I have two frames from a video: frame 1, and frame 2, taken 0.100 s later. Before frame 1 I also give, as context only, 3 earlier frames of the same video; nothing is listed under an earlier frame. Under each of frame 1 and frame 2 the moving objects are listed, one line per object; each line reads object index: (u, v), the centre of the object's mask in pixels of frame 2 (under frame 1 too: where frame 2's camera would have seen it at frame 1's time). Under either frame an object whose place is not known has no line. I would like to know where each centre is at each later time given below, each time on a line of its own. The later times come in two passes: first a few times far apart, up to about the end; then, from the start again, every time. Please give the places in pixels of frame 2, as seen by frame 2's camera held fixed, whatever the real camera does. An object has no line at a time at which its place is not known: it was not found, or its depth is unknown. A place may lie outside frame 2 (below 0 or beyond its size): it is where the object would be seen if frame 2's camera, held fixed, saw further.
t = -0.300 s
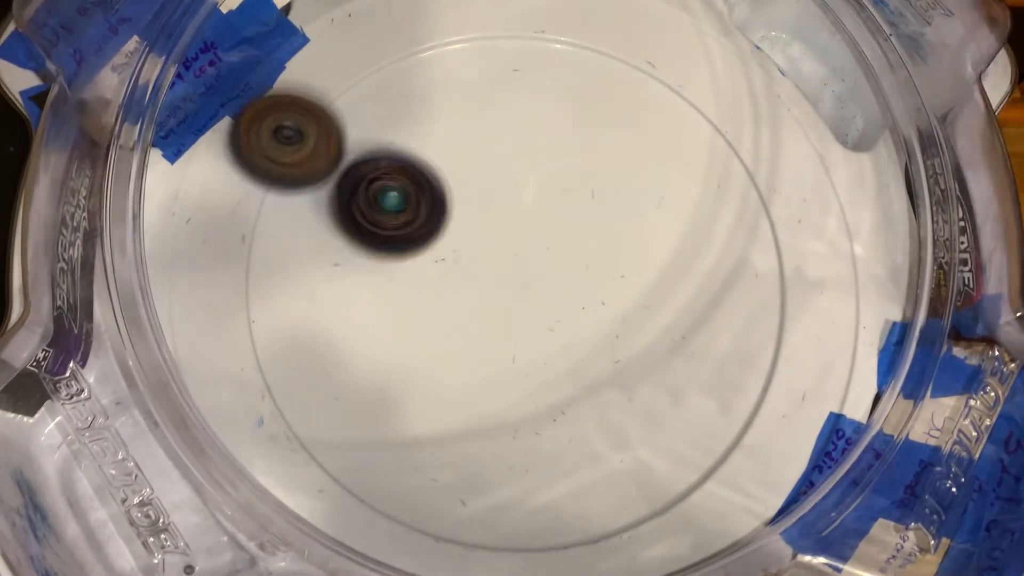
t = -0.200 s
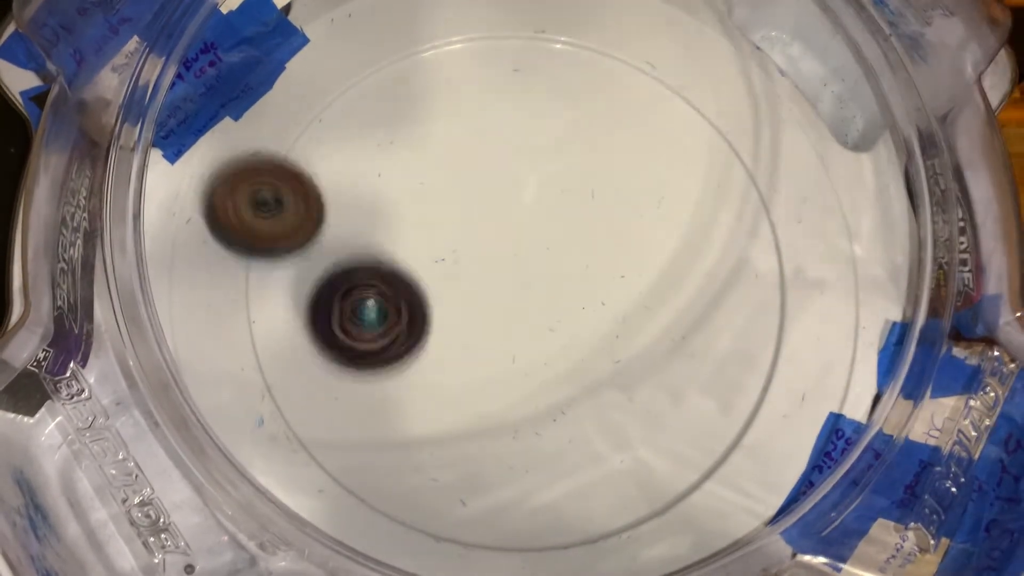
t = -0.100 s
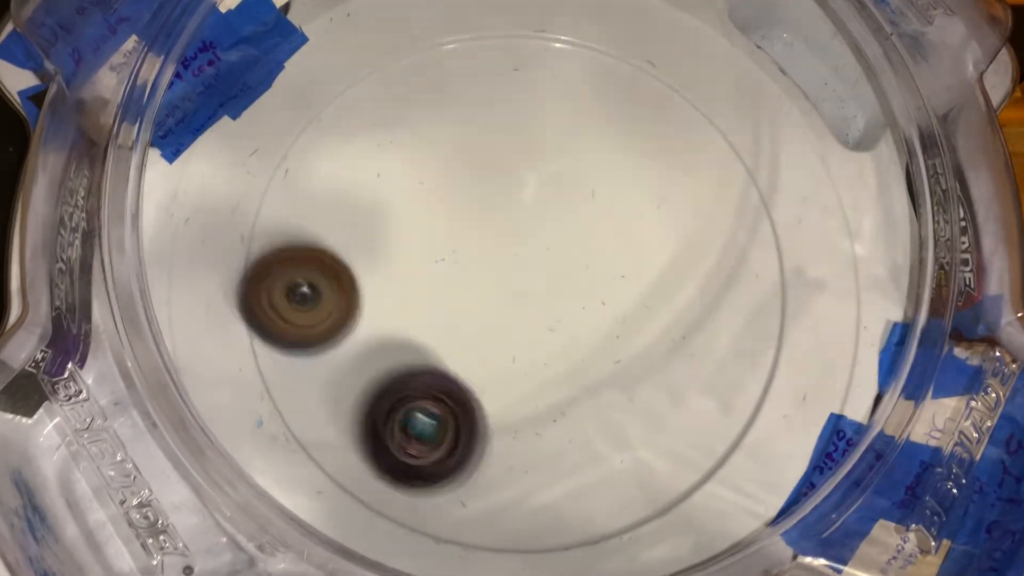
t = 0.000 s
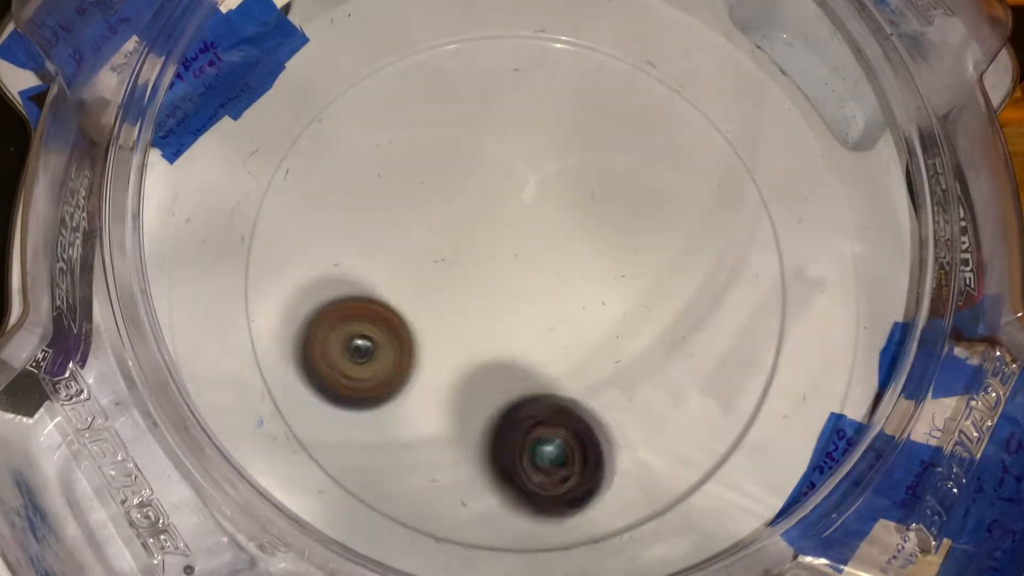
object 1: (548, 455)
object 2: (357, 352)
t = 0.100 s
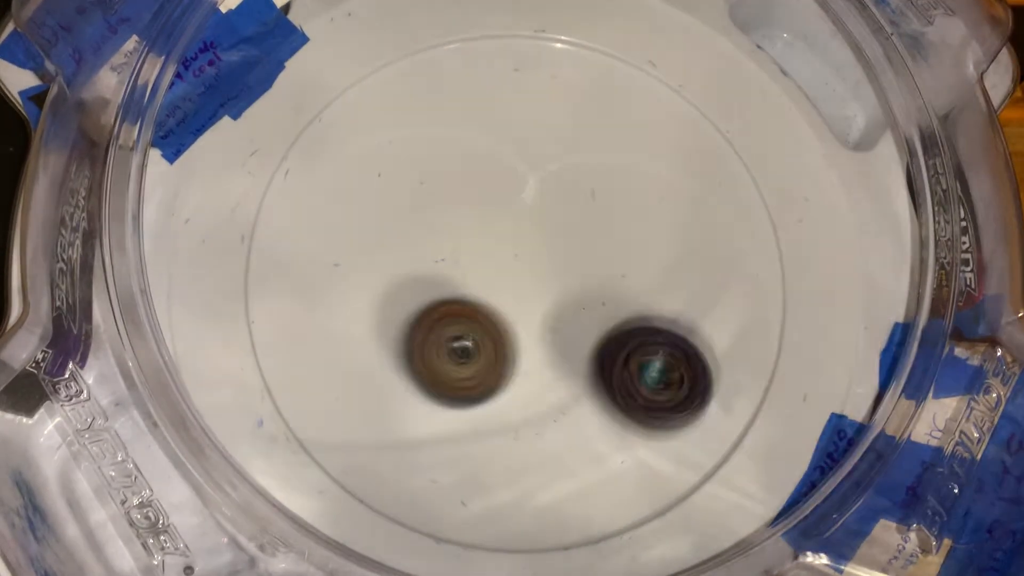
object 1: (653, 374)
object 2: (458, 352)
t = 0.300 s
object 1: (635, 97)
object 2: (563, 221)
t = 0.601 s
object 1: (453, 101)
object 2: (409, 231)
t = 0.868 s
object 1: (543, 263)
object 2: (499, 379)
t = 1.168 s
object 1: (775, 250)
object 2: (625, 346)
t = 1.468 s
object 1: (742, 259)
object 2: (279, 244)
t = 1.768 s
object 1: (505, 360)
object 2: (420, 297)
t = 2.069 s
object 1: (391, 381)
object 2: (529, 182)
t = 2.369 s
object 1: (313, 174)
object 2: (575, 174)
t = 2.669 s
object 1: (528, 117)
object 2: (599, 279)
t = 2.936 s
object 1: (719, 170)
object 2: (588, 362)
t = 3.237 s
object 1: (708, 378)
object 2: (514, 391)
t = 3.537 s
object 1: (485, 482)
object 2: (419, 349)
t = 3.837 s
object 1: (313, 315)
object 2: (407, 240)
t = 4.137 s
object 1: (409, 212)
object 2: (554, 170)
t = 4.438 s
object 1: (567, 210)
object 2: (749, 239)
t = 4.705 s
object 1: (553, 221)
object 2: (821, 416)
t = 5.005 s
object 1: (514, 310)
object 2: (617, 487)
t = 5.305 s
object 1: (507, 304)
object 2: (369, 355)
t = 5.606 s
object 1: (581, 326)
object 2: (460, 232)
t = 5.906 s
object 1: (577, 326)
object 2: (486, 255)
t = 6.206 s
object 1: (548, 326)
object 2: (487, 248)
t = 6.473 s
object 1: (546, 353)
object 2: (528, 246)
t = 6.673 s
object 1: (539, 365)
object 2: (536, 232)
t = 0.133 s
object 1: (670, 331)
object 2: (491, 340)
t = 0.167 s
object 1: (676, 285)
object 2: (520, 322)
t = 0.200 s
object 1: (671, 238)
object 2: (548, 296)
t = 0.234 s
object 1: (654, 191)
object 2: (566, 270)
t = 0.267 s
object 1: (646, 146)
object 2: (569, 245)
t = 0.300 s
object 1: (635, 97)
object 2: (563, 221)
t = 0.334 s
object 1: (618, 56)
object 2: (554, 199)
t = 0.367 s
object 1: (592, 35)
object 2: (544, 177)
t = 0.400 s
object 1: (555, 35)
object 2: (534, 159)
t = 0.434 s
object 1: (524, 37)
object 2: (518, 149)
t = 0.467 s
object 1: (504, 37)
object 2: (491, 157)
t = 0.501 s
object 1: (481, 52)
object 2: (466, 166)
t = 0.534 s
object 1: (470, 63)
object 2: (440, 186)
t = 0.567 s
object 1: (460, 80)
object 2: (420, 207)
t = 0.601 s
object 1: (453, 101)
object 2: (409, 231)
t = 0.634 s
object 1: (450, 123)
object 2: (404, 259)
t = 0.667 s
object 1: (451, 145)
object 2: (406, 282)
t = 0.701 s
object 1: (456, 167)
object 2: (413, 304)
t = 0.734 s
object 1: (467, 190)
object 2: (424, 325)
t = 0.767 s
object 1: (482, 211)
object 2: (439, 343)
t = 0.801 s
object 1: (500, 232)
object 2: (457, 357)
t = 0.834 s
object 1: (521, 249)
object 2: (477, 370)
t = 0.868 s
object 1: (543, 263)
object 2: (499, 379)
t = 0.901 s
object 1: (568, 273)
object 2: (522, 383)
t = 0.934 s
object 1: (594, 282)
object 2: (544, 382)
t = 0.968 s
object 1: (622, 282)
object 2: (558, 384)
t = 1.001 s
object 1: (653, 278)
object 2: (572, 388)
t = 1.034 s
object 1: (686, 274)
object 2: (587, 388)
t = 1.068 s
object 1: (716, 271)
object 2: (600, 385)
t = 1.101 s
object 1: (748, 266)
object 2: (612, 376)
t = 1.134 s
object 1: (777, 259)
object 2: (621, 363)
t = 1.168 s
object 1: (775, 250)
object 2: (625, 346)
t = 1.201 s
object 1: (756, 246)
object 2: (623, 328)
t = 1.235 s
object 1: (738, 240)
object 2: (615, 308)
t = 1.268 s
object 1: (717, 236)
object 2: (601, 289)
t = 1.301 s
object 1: (697, 237)
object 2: (583, 276)
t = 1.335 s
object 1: (722, 239)
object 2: (521, 265)
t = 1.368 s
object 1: (762, 241)
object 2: (447, 255)
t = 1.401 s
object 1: (775, 247)
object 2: (388, 248)
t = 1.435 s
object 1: (763, 253)
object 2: (330, 243)
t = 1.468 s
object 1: (742, 259)
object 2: (279, 244)
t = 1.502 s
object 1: (715, 268)
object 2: (248, 248)
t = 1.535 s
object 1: (691, 274)
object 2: (257, 256)
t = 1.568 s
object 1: (662, 281)
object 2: (274, 272)
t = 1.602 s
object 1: (632, 291)
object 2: (294, 279)
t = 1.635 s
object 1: (602, 301)
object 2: (317, 291)
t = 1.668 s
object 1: (572, 312)
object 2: (343, 297)
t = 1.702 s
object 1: (543, 323)
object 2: (370, 303)
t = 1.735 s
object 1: (516, 335)
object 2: (401, 308)
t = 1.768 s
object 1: (505, 360)
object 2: (420, 297)
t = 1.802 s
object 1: (500, 379)
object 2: (431, 279)
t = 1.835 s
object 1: (496, 398)
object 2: (444, 261)
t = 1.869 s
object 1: (489, 411)
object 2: (459, 249)
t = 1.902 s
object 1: (478, 419)
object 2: (473, 234)
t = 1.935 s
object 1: (464, 419)
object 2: (487, 220)
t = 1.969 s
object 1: (448, 416)
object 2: (499, 207)
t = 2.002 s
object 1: (428, 408)
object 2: (510, 198)
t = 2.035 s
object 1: (411, 397)
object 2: (519, 188)
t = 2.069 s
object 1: (391, 381)
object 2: (529, 182)
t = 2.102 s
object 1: (370, 362)
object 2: (536, 175)
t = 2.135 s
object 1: (351, 339)
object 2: (544, 168)
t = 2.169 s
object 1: (333, 317)
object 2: (549, 165)
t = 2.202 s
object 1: (317, 291)
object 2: (555, 161)
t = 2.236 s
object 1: (302, 264)
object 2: (560, 163)
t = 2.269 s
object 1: (290, 236)
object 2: (563, 163)
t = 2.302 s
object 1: (279, 209)
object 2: (568, 165)
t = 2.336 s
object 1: (289, 187)
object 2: (571, 169)
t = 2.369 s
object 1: (313, 174)
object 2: (575, 174)
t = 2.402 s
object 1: (336, 161)
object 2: (577, 181)
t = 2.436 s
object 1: (360, 153)
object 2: (579, 190)
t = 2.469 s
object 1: (384, 144)
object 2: (582, 202)
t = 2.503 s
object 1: (410, 137)
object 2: (584, 213)
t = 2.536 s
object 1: (433, 129)
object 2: (589, 224)
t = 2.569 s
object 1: (458, 127)
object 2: (591, 238)
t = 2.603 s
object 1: (482, 122)
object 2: (595, 251)
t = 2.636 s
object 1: (506, 119)
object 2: (599, 264)
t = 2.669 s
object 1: (528, 117)
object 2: (599, 279)
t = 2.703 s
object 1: (553, 116)
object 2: (602, 290)
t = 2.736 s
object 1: (577, 117)
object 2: (602, 302)
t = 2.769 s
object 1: (601, 119)
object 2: (600, 314)
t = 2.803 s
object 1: (626, 125)
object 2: (600, 326)
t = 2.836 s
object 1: (650, 132)
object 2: (598, 335)
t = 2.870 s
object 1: (675, 142)
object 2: (594, 346)
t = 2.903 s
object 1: (695, 155)
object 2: (592, 355)
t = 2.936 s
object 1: (719, 170)
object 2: (588, 362)
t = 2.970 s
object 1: (739, 187)
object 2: (582, 369)
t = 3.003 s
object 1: (755, 207)
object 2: (577, 376)
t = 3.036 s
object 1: (756, 234)
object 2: (570, 381)
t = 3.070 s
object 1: (751, 259)
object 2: (562, 385)
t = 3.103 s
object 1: (745, 282)
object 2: (555, 388)
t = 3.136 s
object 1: (737, 306)
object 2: (546, 389)
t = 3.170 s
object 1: (729, 330)
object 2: (535, 391)
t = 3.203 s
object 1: (720, 353)
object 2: (526, 392)
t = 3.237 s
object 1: (708, 378)
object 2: (514, 391)
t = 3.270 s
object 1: (694, 400)
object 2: (502, 391)
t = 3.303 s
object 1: (676, 421)
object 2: (492, 390)
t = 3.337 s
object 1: (652, 441)
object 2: (481, 389)
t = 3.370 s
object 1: (629, 456)
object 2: (467, 386)
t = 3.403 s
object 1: (603, 469)
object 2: (457, 382)
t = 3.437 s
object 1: (574, 478)
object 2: (448, 375)
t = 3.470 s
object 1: (546, 484)
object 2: (438, 369)
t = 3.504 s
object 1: (516, 485)
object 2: (428, 359)
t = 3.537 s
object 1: (485, 482)
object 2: (419, 349)
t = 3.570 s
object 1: (457, 476)
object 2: (411, 339)
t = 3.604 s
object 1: (430, 465)
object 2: (404, 326)
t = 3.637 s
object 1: (403, 451)
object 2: (396, 312)
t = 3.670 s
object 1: (381, 435)
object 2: (392, 299)
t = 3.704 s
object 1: (361, 414)
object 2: (391, 286)
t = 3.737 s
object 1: (343, 391)
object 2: (392, 275)
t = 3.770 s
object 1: (330, 368)
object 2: (394, 262)
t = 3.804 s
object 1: (320, 343)
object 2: (399, 252)
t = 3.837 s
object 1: (313, 315)
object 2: (407, 240)
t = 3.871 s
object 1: (312, 291)
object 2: (415, 230)
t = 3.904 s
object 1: (318, 270)
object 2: (425, 221)
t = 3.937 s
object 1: (328, 254)
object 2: (435, 210)
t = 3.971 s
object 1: (343, 240)
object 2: (446, 201)
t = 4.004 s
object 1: (360, 230)
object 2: (459, 195)
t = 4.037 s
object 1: (378, 225)
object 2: (472, 188)
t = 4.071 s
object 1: (385, 220)
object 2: (498, 182)
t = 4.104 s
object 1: (394, 213)
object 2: (526, 174)
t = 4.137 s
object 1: (409, 212)
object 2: (554, 170)
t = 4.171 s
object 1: (428, 210)
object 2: (581, 166)
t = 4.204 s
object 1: (450, 209)
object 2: (605, 168)
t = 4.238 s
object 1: (472, 210)
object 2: (626, 167)
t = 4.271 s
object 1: (494, 211)
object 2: (643, 172)
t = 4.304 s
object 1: (521, 215)
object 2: (658, 174)
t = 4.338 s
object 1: (546, 217)
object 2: (668, 183)
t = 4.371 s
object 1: (570, 218)
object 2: (683, 196)
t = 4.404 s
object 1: (565, 211)
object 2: (717, 217)
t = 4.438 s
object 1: (567, 210)
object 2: (749, 239)
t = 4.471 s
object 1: (568, 202)
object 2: (776, 261)
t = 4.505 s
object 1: (565, 201)
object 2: (797, 284)
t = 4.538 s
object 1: (564, 201)
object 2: (813, 308)
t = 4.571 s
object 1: (561, 204)
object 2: (821, 334)
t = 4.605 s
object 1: (559, 205)
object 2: (830, 360)
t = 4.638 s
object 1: (557, 211)
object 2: (832, 379)
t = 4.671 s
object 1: (553, 215)
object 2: (828, 399)
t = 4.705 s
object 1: (553, 221)
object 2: (821, 416)
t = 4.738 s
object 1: (547, 229)
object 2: (807, 436)
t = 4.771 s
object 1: (548, 238)
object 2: (795, 447)
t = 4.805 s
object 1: (544, 251)
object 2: (777, 460)
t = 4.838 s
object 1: (540, 260)
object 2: (759, 473)
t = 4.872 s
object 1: (536, 270)
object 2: (737, 482)
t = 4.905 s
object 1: (531, 282)
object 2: (713, 489)
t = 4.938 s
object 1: (526, 293)
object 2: (678, 488)
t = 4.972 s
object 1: (521, 302)
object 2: (650, 489)
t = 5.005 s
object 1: (514, 310)
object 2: (617, 487)
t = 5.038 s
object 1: (504, 318)
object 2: (584, 482)
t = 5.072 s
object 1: (498, 320)
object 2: (549, 470)
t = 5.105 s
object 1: (497, 318)
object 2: (514, 461)
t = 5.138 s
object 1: (494, 317)
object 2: (481, 448)
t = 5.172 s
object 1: (497, 314)
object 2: (454, 431)
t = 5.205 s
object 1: (497, 310)
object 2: (423, 411)
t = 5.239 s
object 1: (501, 309)
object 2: (398, 394)
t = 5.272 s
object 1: (503, 306)
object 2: (383, 373)
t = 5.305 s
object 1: (507, 304)
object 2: (369, 355)
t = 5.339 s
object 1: (509, 299)
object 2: (365, 339)
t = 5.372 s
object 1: (514, 299)
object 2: (369, 325)
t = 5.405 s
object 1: (515, 298)
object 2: (382, 311)
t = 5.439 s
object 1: (516, 295)
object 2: (400, 296)
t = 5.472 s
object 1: (519, 294)
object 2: (424, 283)
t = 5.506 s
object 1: (529, 301)
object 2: (432, 270)
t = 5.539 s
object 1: (547, 308)
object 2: (444, 252)
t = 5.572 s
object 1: (566, 315)
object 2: (452, 243)
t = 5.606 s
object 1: (581, 326)
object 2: (460, 232)
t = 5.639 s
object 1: (592, 340)
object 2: (472, 229)
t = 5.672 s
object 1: (593, 349)
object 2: (477, 229)
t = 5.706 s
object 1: (586, 347)
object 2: (484, 231)
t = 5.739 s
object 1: (584, 336)
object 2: (486, 241)
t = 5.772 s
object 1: (590, 329)
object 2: (482, 245)
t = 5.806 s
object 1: (593, 325)
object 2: (481, 246)
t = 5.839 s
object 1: (596, 322)
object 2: (481, 246)
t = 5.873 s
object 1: (591, 325)
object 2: (485, 249)
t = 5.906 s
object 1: (577, 326)
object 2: (486, 255)
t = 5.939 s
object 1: (573, 329)
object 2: (481, 250)
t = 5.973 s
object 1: (571, 330)
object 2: (483, 248)
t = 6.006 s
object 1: (568, 328)
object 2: (483, 254)
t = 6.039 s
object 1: (569, 324)
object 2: (480, 254)
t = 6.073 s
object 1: (570, 321)
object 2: (481, 255)
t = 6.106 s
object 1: (570, 319)
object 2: (481, 258)
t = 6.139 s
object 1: (566, 319)
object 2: (484, 257)
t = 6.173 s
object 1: (558, 322)
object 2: (486, 255)
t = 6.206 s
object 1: (548, 326)
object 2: (487, 248)
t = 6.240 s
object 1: (544, 336)
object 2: (490, 238)
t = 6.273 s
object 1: (545, 345)
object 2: (496, 234)
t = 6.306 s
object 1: (548, 351)
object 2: (503, 238)
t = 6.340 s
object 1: (551, 353)
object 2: (512, 242)
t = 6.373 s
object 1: (550, 352)
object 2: (516, 248)
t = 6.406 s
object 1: (548, 350)
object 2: (518, 251)
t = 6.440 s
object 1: (546, 345)
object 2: (522, 251)
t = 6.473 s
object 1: (546, 353)
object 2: (528, 246)
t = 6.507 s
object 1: (543, 362)
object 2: (534, 235)
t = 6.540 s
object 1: (539, 365)
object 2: (536, 228)
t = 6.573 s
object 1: (539, 366)
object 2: (537, 224)
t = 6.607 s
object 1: (539, 366)
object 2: (540, 224)
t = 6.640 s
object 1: (539, 365)
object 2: (538, 226)
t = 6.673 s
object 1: (539, 365)
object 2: (536, 232)
